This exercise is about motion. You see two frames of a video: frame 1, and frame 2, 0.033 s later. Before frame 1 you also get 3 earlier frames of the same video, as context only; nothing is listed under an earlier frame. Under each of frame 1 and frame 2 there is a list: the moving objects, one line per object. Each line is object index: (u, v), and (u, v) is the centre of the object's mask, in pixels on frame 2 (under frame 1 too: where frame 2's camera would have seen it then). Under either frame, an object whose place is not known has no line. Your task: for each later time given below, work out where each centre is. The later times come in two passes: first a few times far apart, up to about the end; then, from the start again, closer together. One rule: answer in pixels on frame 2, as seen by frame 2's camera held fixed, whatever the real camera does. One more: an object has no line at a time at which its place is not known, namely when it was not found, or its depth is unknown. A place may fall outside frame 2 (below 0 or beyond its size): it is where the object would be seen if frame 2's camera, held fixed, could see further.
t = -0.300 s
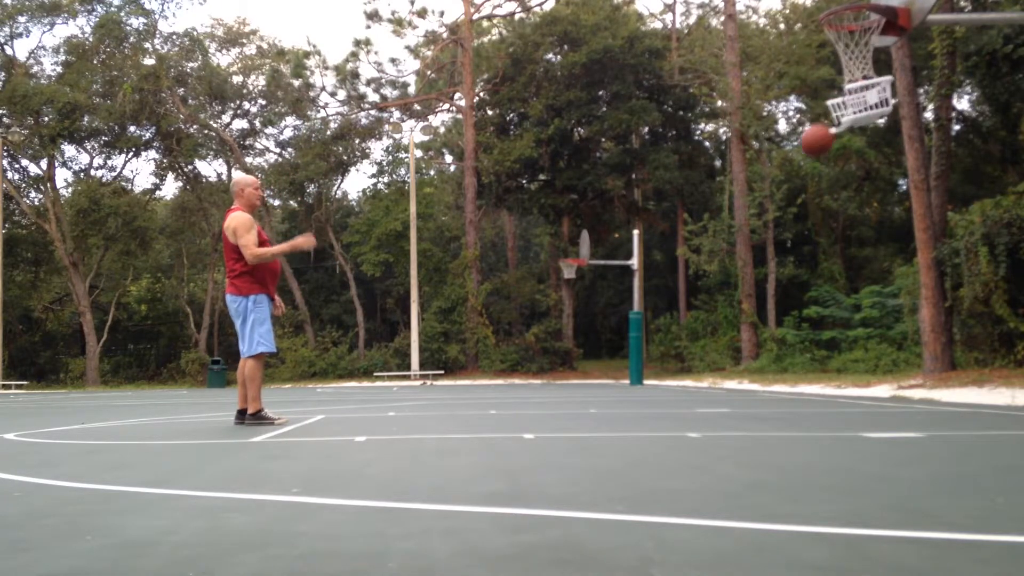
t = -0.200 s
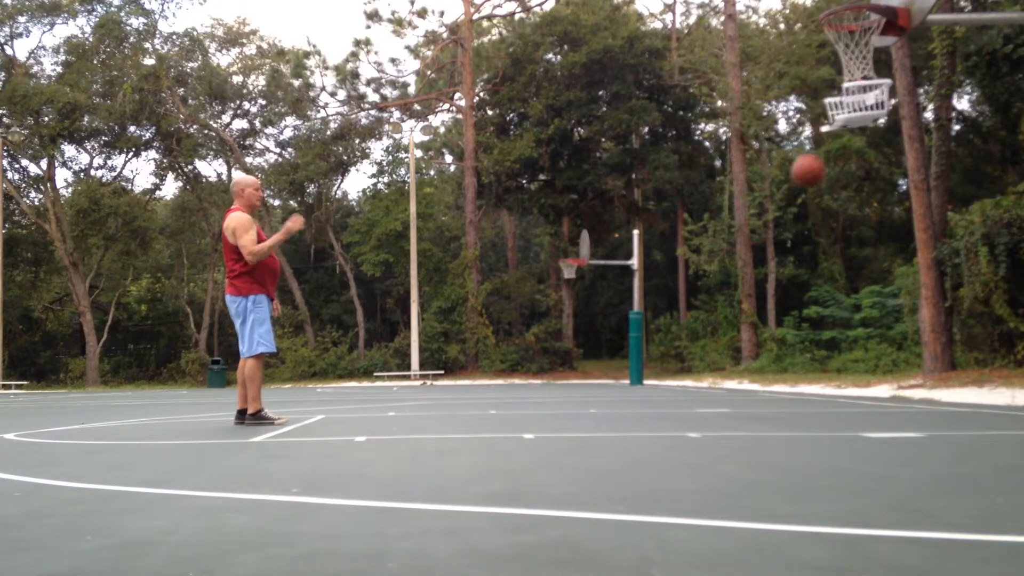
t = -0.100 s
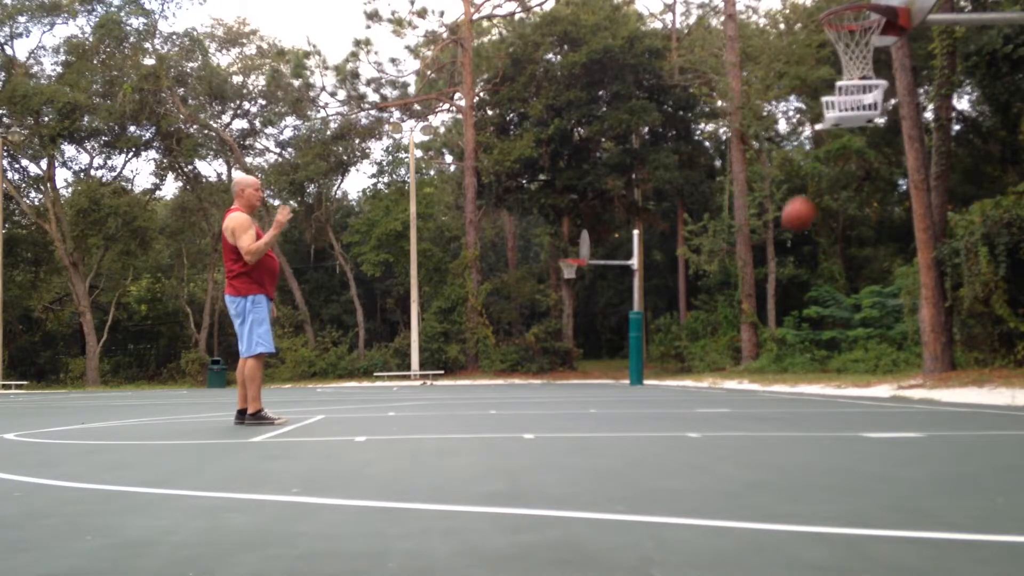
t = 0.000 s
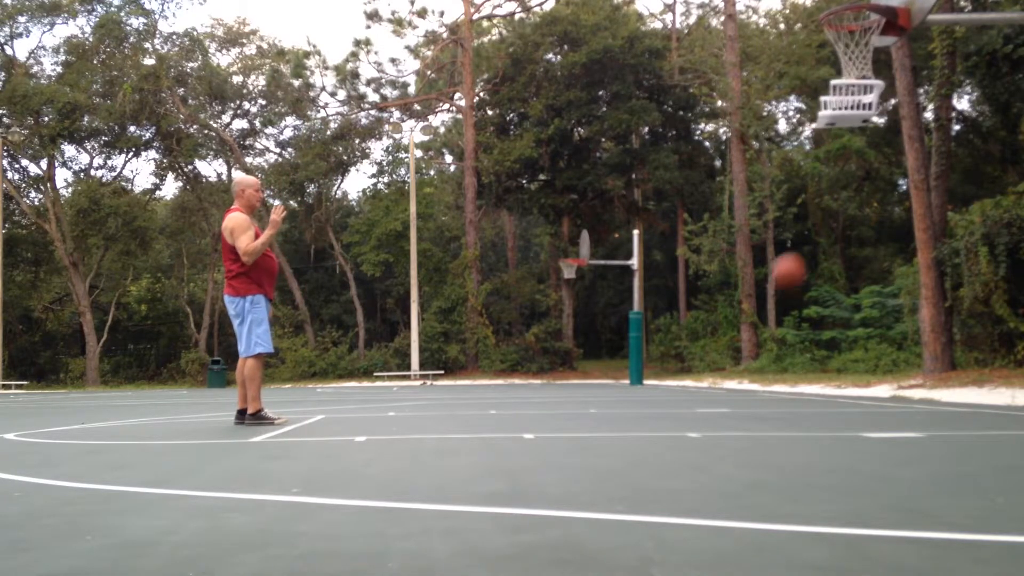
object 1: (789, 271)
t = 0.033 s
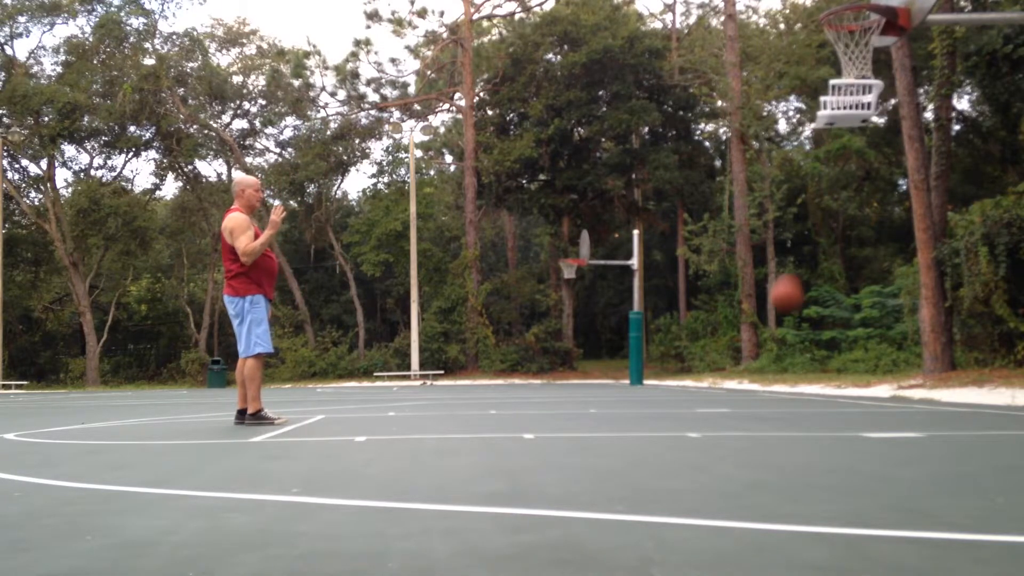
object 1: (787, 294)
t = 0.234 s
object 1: (768, 369)
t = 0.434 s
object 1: (745, 291)
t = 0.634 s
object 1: (722, 262)
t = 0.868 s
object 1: (697, 291)
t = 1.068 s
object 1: (676, 374)
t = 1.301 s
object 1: (655, 342)
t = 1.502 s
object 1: (637, 325)
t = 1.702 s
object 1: (619, 358)
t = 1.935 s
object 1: (598, 374)
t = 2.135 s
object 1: (578, 359)
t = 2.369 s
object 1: (556, 403)
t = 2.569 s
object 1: (536, 377)
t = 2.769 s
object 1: (517, 404)
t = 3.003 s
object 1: (493, 391)
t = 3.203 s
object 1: (472, 396)
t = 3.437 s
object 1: (449, 401)
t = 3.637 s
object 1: (429, 403)
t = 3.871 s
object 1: (406, 406)
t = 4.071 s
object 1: (384, 407)
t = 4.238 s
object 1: (366, 408)
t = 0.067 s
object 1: (784, 316)
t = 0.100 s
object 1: (781, 343)
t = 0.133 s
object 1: (779, 369)
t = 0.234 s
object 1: (768, 369)
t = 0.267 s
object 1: (765, 353)
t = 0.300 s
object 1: (760, 338)
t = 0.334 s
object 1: (756, 324)
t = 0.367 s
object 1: (752, 311)
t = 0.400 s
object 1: (749, 300)
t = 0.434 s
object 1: (745, 291)
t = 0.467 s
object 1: (741, 282)
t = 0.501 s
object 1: (736, 275)
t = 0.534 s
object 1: (733, 270)
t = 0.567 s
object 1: (730, 266)
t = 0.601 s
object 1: (726, 264)
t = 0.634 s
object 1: (722, 262)
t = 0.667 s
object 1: (719, 262)
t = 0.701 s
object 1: (715, 264)
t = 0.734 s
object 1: (712, 266)
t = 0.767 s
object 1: (708, 270)
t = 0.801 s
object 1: (704, 276)
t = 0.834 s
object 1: (700, 283)
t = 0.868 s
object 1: (697, 291)
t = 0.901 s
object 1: (694, 302)
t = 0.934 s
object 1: (689, 313)
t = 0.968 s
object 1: (686, 326)
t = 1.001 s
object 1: (683, 342)
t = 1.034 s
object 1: (679, 358)
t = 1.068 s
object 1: (676, 374)
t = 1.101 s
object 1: (673, 396)
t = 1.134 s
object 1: (670, 398)
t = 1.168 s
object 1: (666, 383)
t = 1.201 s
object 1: (663, 370)
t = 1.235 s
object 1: (660, 360)
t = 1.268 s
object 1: (657, 351)
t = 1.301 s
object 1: (655, 342)
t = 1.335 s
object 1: (651, 336)
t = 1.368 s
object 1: (648, 331)
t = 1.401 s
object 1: (645, 327)
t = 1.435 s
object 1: (643, 325)
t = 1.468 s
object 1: (639, 324)
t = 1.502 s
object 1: (637, 325)
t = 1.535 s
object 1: (633, 327)
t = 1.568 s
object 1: (631, 330)
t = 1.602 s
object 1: (628, 335)
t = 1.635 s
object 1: (625, 341)
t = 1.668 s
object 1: (622, 348)
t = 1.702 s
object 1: (619, 358)
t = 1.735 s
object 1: (616, 367)
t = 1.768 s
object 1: (613, 380)
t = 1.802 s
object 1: (611, 395)
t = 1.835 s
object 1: (607, 402)
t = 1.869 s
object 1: (604, 391)
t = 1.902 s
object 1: (601, 382)
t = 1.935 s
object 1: (598, 374)
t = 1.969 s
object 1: (594, 368)
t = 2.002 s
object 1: (591, 364)
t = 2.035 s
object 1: (588, 361)
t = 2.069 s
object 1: (585, 359)
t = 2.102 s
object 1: (582, 359)
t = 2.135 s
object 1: (578, 359)
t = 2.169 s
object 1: (575, 362)
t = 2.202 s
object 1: (572, 366)
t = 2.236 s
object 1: (569, 371)
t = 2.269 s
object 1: (566, 378)
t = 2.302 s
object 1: (563, 386)
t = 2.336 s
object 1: (559, 398)
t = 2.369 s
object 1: (556, 403)
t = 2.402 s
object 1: (553, 395)
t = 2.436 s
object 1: (549, 388)
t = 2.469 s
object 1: (546, 383)
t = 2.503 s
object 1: (543, 380)
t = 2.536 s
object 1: (539, 378)
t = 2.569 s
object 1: (536, 377)
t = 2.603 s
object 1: (533, 378)
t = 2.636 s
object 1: (530, 380)
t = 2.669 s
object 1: (527, 384)
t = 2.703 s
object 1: (523, 389)
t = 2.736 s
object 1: (520, 396)
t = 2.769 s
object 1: (517, 404)
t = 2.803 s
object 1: (513, 401)
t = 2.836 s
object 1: (510, 396)
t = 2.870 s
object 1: (506, 391)
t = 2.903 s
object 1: (503, 389)
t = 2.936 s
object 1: (500, 388)
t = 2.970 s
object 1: (496, 389)
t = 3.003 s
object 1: (493, 391)
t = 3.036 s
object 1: (489, 395)
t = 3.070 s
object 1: (486, 400)
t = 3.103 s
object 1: (482, 406)
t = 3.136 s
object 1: (478, 401)
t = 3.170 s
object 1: (475, 398)
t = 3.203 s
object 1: (472, 396)
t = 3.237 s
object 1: (468, 395)
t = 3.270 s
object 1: (465, 396)
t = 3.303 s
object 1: (462, 399)
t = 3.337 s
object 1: (459, 402)
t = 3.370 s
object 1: (455, 407)
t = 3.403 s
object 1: (452, 403)
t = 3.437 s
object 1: (449, 401)
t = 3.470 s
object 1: (445, 400)
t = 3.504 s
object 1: (442, 400)
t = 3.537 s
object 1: (439, 402)
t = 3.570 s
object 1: (436, 406)
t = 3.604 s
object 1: (432, 406)
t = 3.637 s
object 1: (429, 403)
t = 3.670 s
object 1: (426, 402)
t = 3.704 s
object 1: (423, 403)
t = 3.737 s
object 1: (419, 405)
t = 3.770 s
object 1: (416, 406)
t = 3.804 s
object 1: (412, 405)
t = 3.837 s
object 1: (409, 405)
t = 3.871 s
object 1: (406, 406)
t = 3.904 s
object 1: (402, 407)
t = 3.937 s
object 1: (399, 406)
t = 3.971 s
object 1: (395, 406)
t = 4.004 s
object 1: (391, 408)
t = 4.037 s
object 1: (388, 407)
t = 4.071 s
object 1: (384, 407)
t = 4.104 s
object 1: (380, 408)
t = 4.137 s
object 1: (377, 408)
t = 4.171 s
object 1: (373, 408)
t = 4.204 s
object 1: (370, 408)
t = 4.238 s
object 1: (366, 408)
